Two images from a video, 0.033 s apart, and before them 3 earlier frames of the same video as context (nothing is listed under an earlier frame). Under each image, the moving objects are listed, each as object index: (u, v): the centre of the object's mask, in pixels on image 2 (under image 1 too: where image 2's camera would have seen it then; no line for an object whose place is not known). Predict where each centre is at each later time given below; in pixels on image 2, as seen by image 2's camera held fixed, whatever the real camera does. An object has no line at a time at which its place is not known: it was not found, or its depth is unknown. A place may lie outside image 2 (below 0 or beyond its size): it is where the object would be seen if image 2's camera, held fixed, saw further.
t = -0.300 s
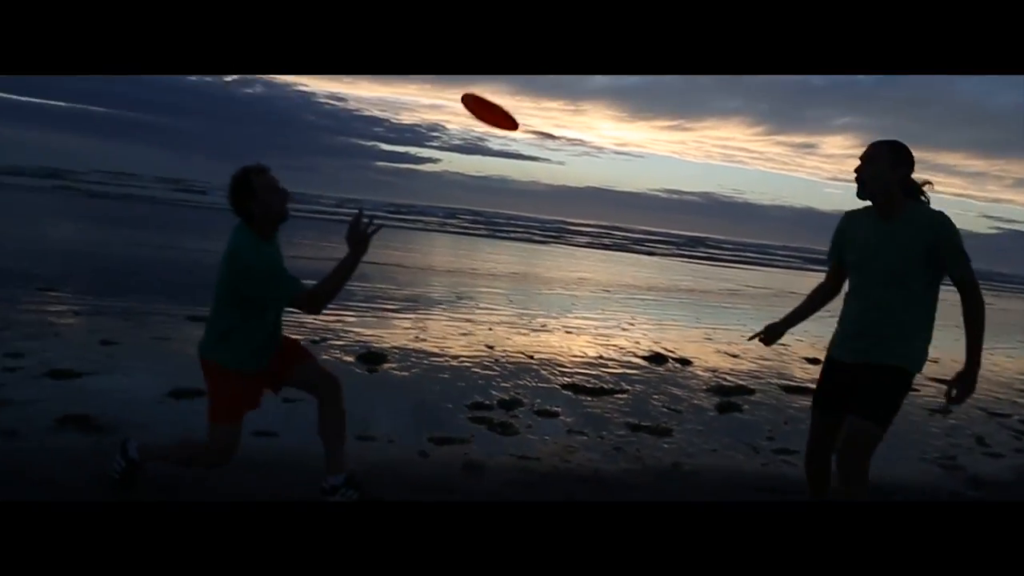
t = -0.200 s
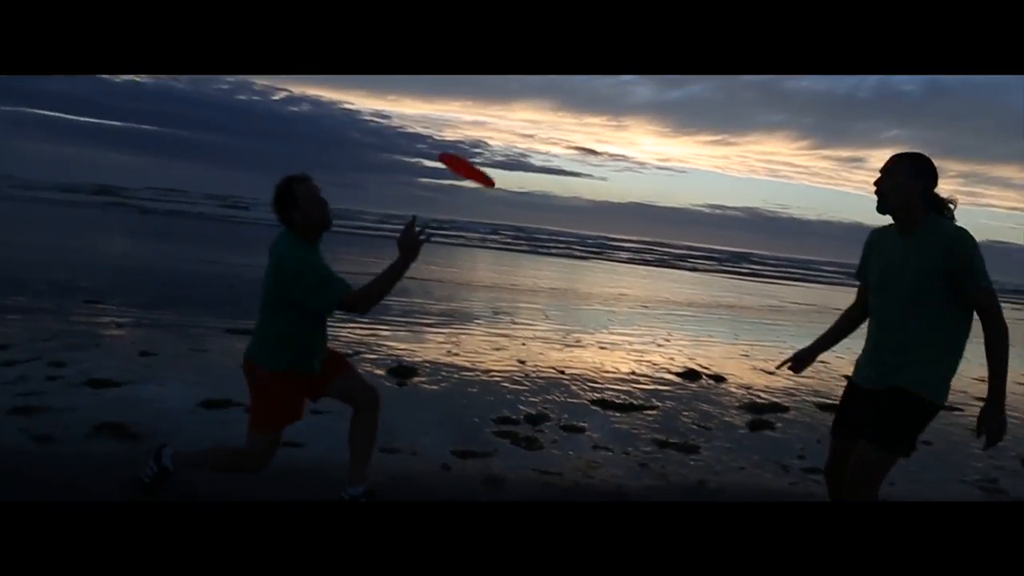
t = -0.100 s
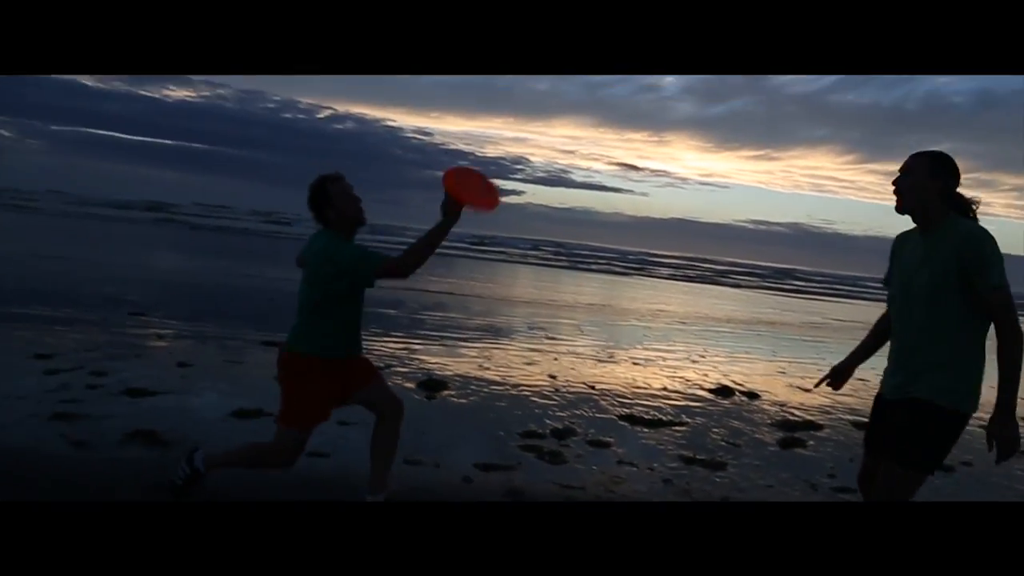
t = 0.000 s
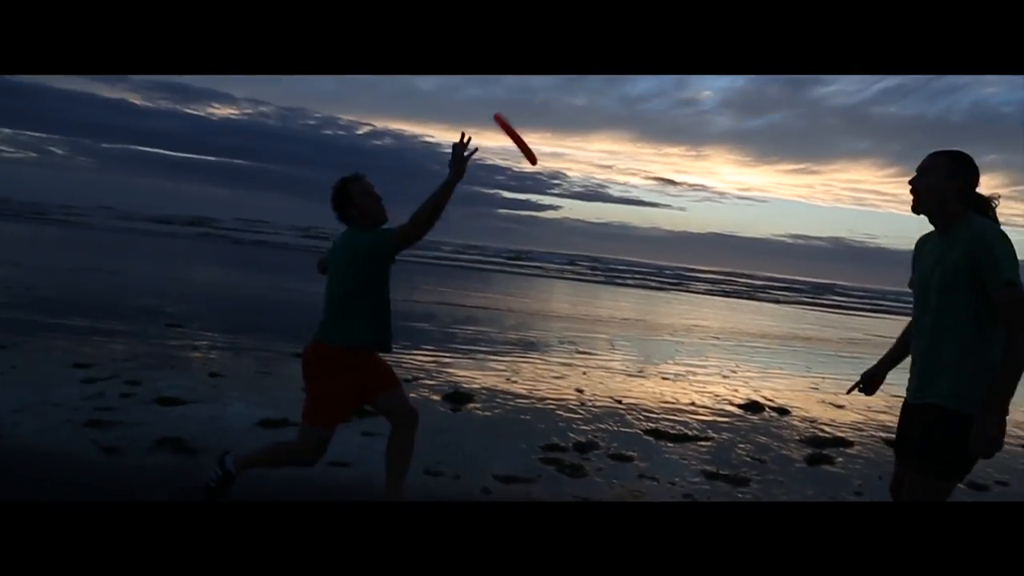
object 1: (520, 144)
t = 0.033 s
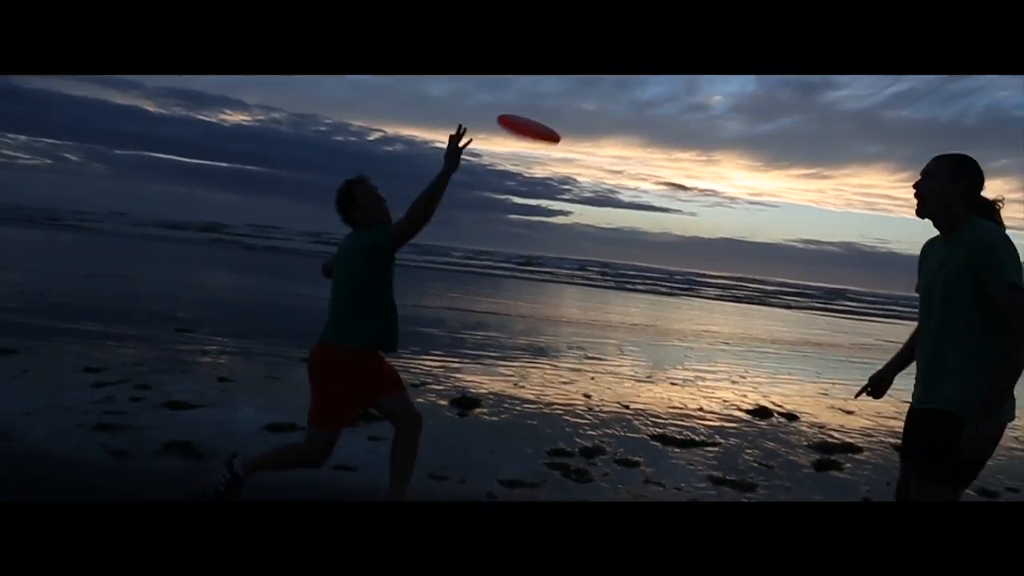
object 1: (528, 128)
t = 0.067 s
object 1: (536, 115)
